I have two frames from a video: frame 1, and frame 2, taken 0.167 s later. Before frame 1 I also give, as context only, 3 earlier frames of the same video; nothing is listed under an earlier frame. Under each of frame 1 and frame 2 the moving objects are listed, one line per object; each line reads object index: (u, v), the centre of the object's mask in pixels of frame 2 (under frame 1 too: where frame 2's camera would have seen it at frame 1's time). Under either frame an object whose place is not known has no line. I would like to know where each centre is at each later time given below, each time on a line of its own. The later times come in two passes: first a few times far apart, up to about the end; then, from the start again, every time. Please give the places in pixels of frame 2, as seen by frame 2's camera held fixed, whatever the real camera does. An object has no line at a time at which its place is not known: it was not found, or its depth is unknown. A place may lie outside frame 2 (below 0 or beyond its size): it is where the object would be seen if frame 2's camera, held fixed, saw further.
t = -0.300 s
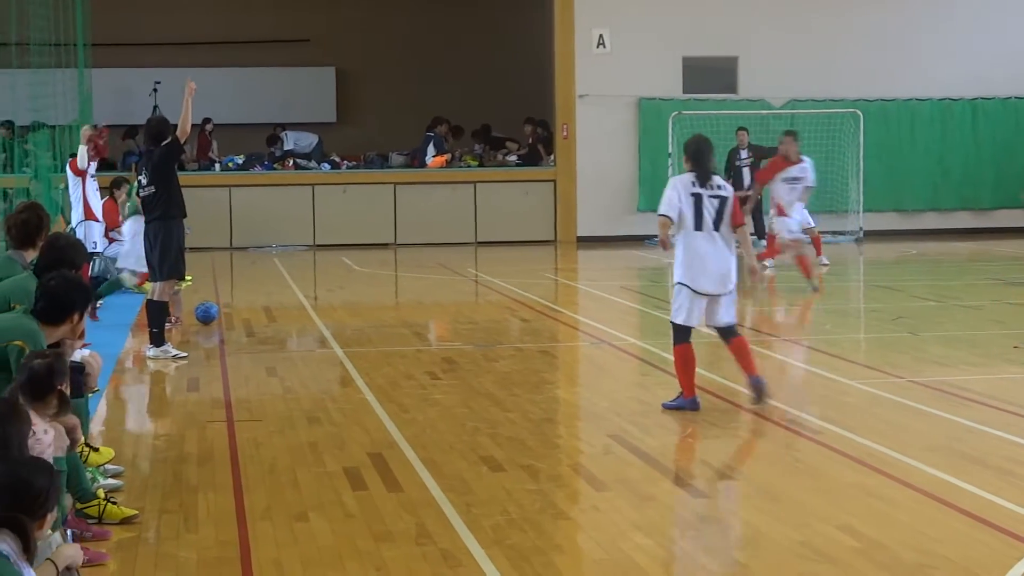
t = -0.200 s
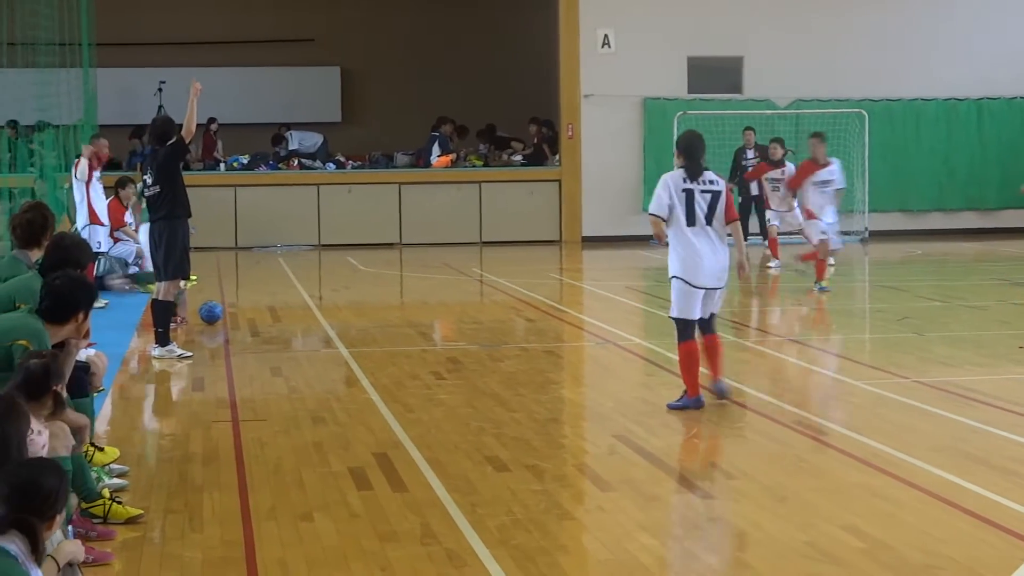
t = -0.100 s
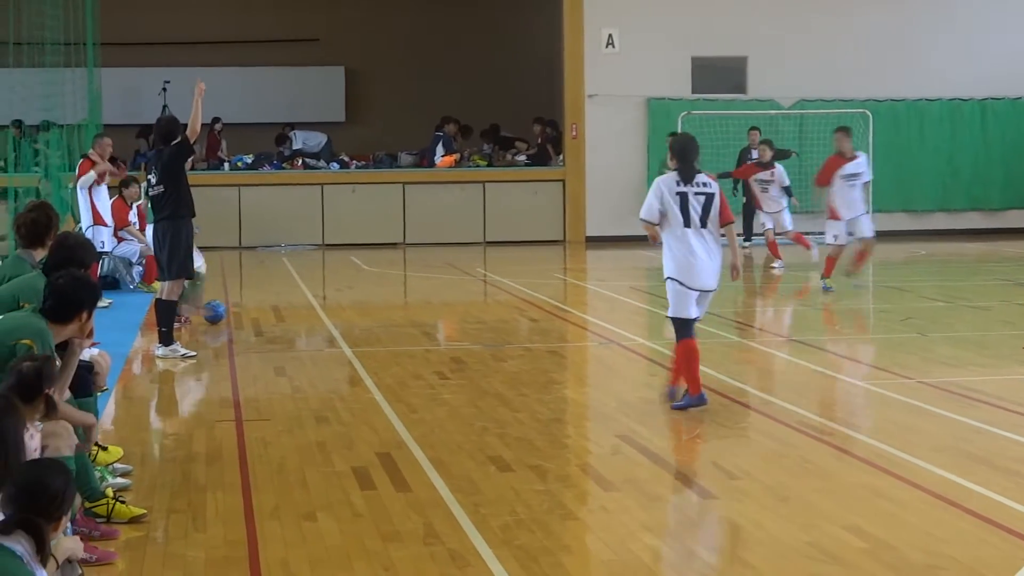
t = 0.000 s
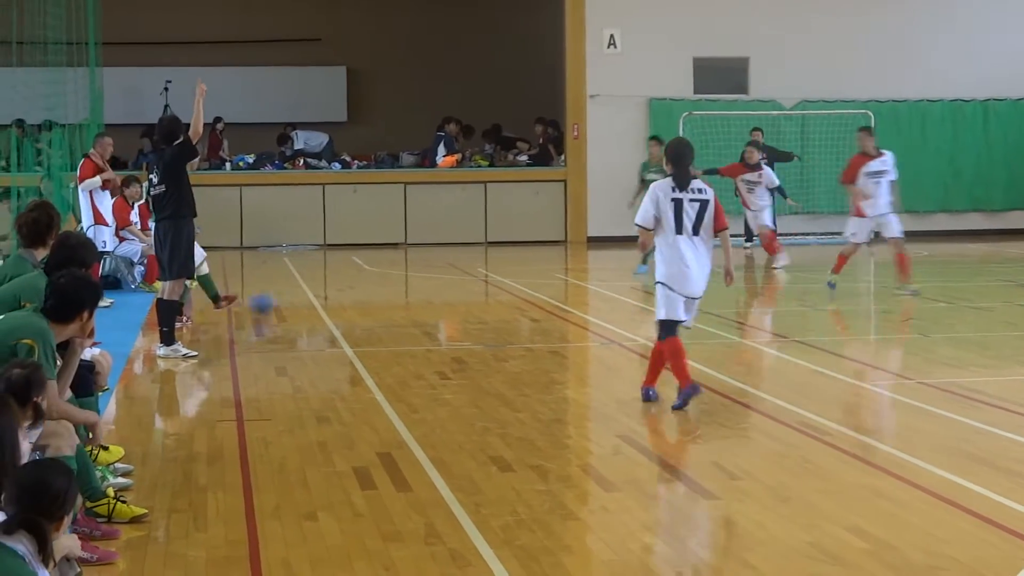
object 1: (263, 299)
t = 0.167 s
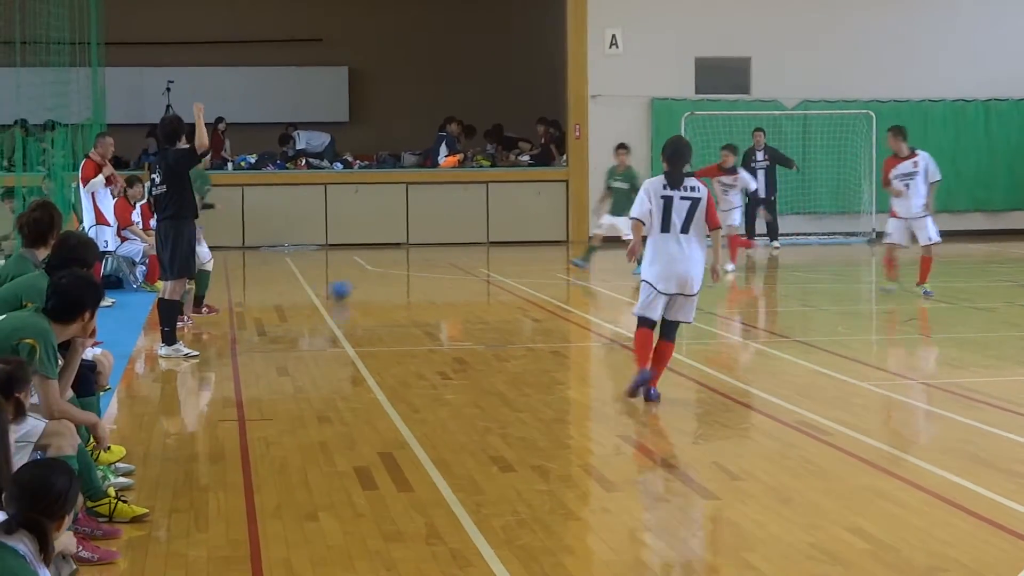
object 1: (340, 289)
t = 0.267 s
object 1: (376, 282)
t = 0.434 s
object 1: (426, 274)
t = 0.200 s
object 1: (352, 287)
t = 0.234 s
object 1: (364, 284)
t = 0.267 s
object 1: (376, 282)
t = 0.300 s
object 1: (387, 281)
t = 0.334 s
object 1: (398, 280)
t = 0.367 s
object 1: (408, 278)
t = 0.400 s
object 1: (417, 276)
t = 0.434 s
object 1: (426, 274)
